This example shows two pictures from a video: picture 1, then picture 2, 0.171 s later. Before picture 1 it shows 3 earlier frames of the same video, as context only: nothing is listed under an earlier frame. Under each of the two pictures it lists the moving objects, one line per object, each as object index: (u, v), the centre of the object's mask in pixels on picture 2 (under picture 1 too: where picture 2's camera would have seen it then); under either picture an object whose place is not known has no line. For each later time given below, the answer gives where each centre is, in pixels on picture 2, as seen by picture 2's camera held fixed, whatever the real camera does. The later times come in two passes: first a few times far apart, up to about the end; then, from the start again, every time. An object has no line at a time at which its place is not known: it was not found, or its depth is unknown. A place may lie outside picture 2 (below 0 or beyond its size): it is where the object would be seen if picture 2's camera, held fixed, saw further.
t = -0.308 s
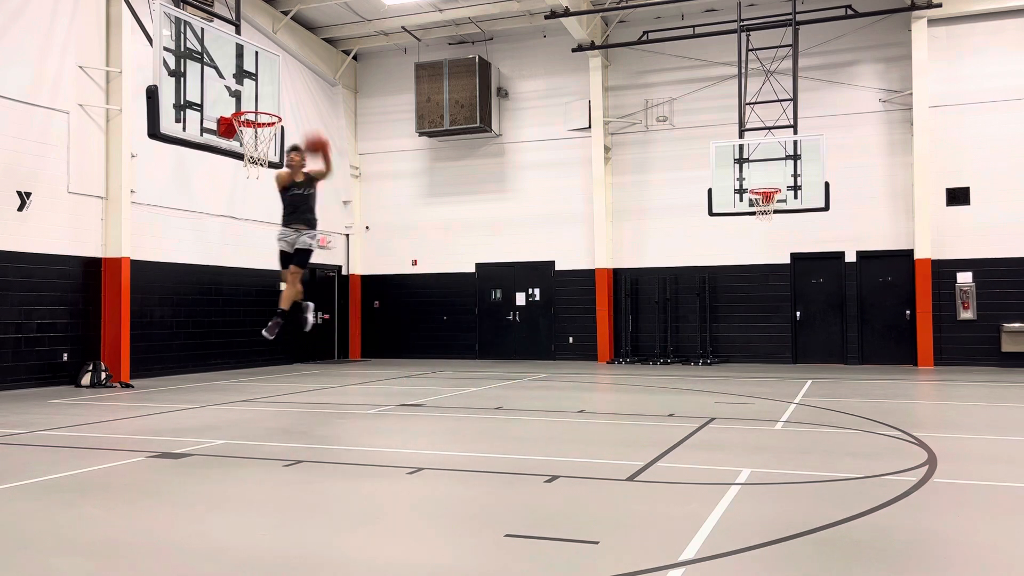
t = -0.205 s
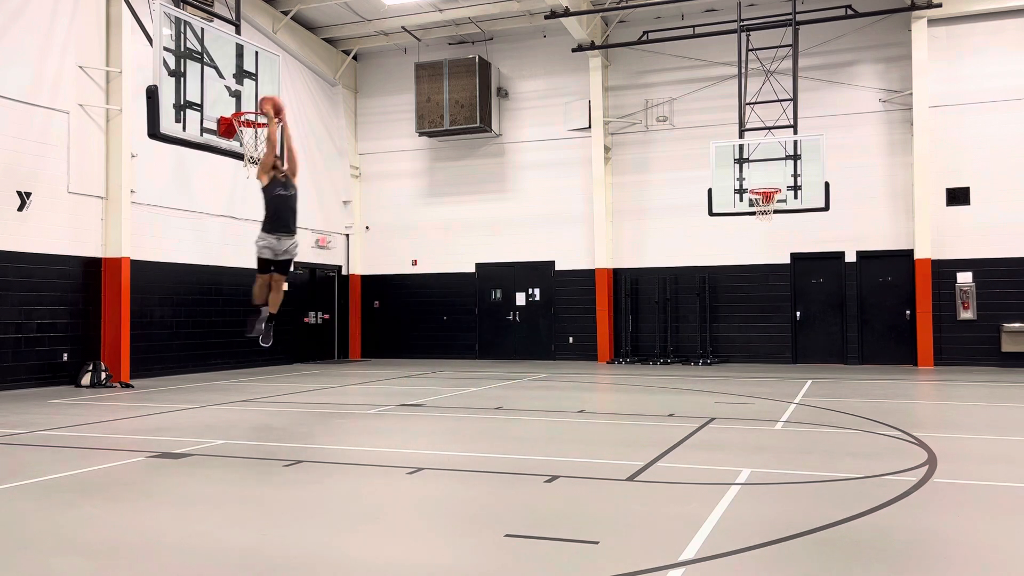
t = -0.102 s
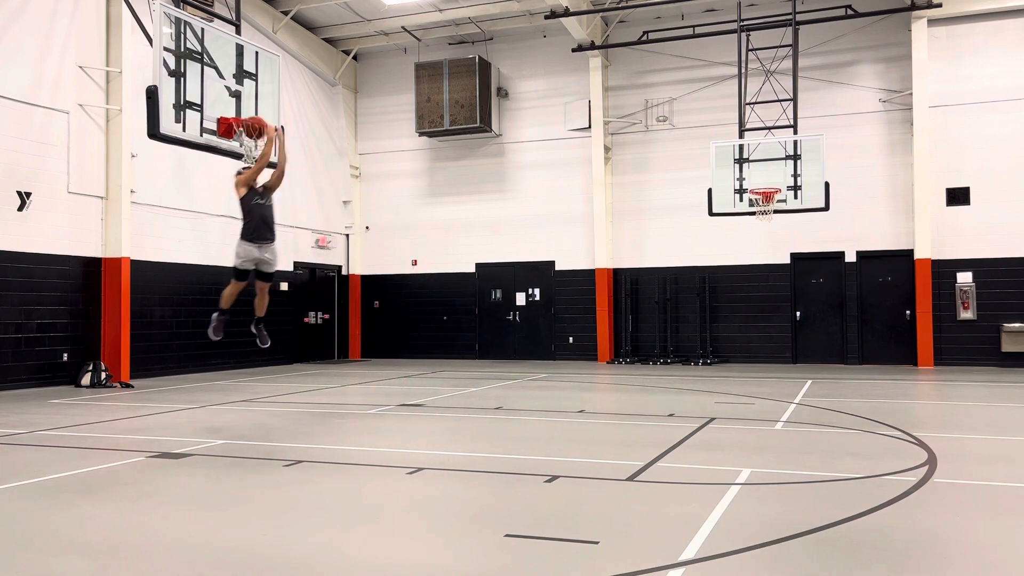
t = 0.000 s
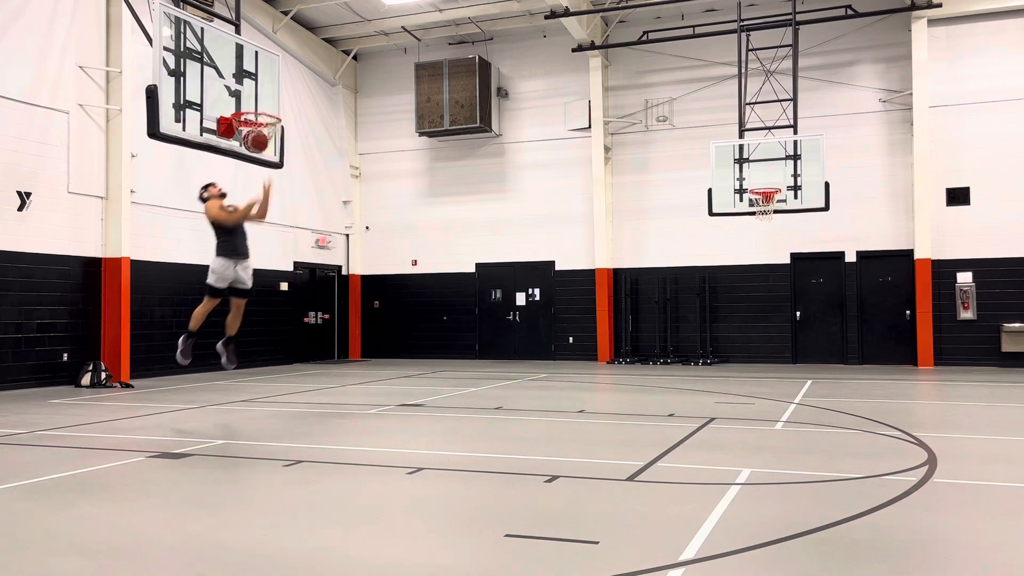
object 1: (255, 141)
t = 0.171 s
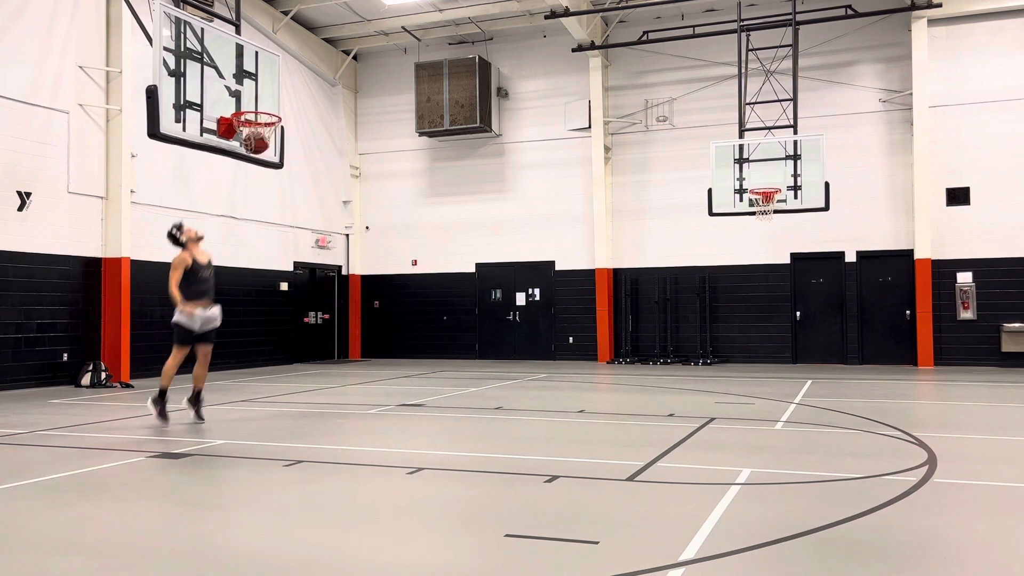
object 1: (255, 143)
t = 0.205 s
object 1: (256, 146)
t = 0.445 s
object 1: (258, 187)
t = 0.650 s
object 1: (260, 265)
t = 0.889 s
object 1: (262, 409)
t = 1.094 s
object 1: (265, 340)
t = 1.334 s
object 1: (268, 292)
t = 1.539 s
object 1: (270, 304)
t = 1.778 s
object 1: (272, 370)
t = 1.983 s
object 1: (274, 394)
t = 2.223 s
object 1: (278, 357)
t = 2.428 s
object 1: (282, 373)
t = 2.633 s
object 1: (286, 415)
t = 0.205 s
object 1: (256, 146)
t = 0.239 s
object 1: (257, 149)
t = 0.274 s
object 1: (257, 152)
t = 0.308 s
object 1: (257, 157)
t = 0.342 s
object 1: (257, 165)
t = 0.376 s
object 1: (258, 170)
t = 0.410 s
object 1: (258, 178)
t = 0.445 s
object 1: (258, 187)
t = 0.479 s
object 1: (259, 197)
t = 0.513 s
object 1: (259, 208)
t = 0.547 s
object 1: (259, 220)
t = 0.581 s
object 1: (260, 234)
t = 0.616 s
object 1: (260, 249)
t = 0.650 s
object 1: (260, 265)
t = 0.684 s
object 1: (261, 283)
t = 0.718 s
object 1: (261, 300)
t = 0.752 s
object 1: (261, 320)
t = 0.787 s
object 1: (262, 341)
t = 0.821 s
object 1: (262, 360)
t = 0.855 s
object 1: (262, 385)
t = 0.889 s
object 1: (262, 409)
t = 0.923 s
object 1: (263, 405)
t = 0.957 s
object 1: (263, 390)
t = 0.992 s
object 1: (264, 375)
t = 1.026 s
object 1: (264, 362)
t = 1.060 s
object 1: (264, 351)
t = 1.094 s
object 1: (265, 340)
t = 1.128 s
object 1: (265, 330)
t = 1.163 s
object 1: (266, 321)
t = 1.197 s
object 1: (266, 314)
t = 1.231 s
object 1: (266, 307)
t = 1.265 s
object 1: (267, 302)
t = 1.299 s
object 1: (267, 297)
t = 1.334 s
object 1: (268, 292)
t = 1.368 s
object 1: (268, 291)
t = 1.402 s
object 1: (268, 291)
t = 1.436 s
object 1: (268, 293)
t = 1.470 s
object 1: (269, 295)
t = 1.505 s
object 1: (269, 299)
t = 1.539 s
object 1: (270, 304)
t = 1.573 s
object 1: (270, 310)
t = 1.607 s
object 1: (270, 317)
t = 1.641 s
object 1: (270, 325)
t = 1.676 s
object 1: (271, 335)
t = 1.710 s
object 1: (271, 346)
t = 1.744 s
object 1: (271, 357)
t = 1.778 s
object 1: (272, 370)
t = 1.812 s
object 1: (272, 386)
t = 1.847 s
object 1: (272, 401)
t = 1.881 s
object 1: (272, 419)
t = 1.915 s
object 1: (273, 415)
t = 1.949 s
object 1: (274, 404)
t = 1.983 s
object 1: (274, 394)
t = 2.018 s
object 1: (275, 384)
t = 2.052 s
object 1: (275, 377)
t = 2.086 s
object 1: (276, 370)
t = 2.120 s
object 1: (277, 365)
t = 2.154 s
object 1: (277, 361)
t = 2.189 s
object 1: (278, 359)
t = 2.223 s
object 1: (278, 357)
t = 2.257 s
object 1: (279, 357)
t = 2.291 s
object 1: (279, 358)
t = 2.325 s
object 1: (280, 360)
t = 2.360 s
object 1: (280, 363)
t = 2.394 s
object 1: (281, 367)
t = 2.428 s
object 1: (282, 373)
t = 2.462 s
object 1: (282, 380)
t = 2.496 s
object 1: (283, 389)
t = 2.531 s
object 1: (283, 399)
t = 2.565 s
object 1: (284, 410)
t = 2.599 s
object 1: (284, 423)
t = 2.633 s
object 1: (286, 415)
